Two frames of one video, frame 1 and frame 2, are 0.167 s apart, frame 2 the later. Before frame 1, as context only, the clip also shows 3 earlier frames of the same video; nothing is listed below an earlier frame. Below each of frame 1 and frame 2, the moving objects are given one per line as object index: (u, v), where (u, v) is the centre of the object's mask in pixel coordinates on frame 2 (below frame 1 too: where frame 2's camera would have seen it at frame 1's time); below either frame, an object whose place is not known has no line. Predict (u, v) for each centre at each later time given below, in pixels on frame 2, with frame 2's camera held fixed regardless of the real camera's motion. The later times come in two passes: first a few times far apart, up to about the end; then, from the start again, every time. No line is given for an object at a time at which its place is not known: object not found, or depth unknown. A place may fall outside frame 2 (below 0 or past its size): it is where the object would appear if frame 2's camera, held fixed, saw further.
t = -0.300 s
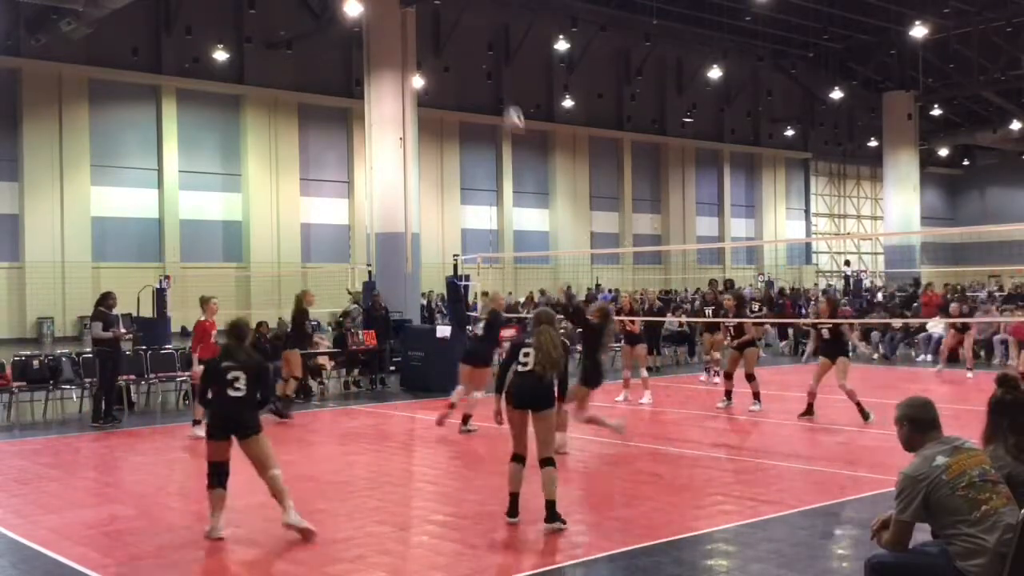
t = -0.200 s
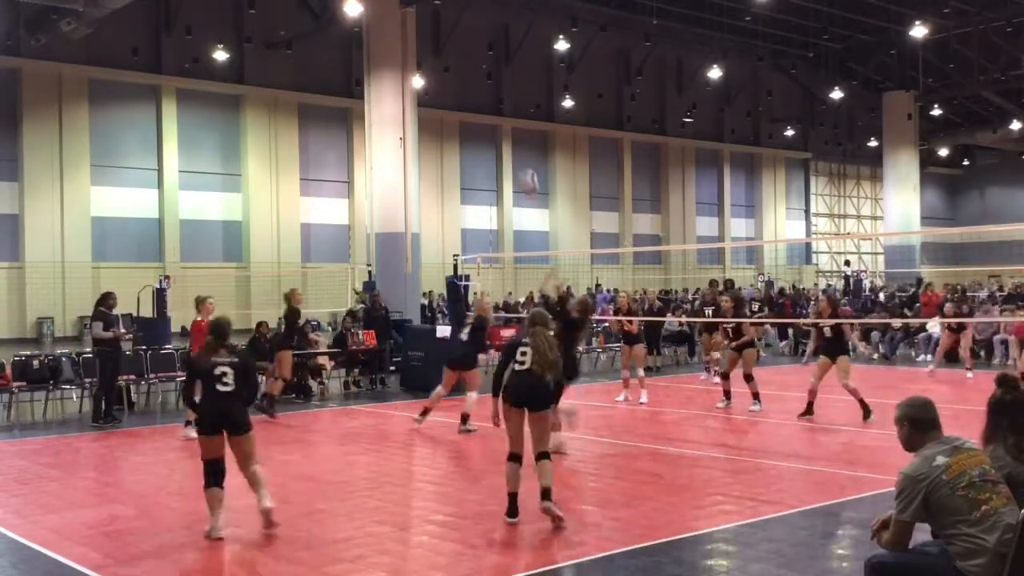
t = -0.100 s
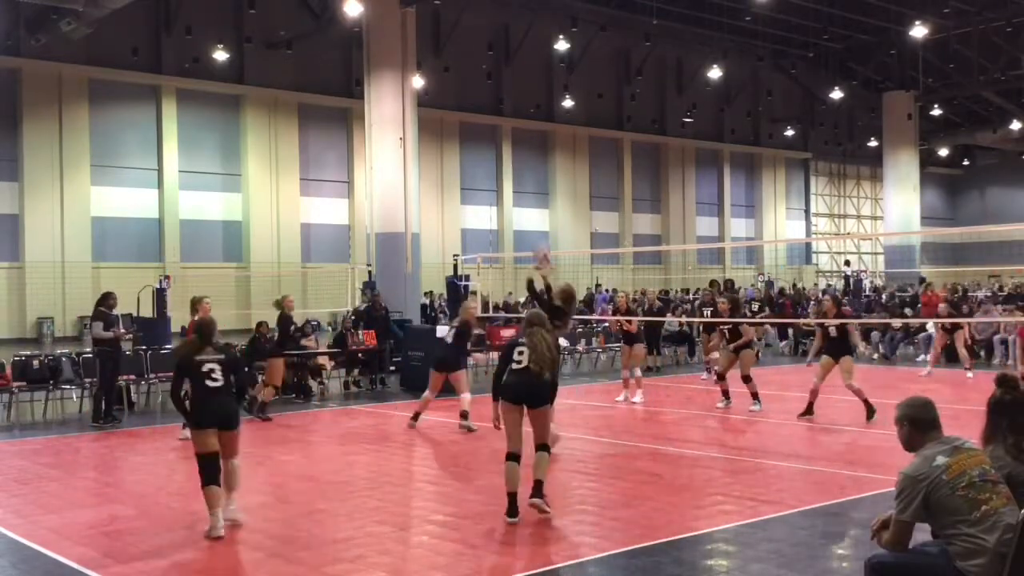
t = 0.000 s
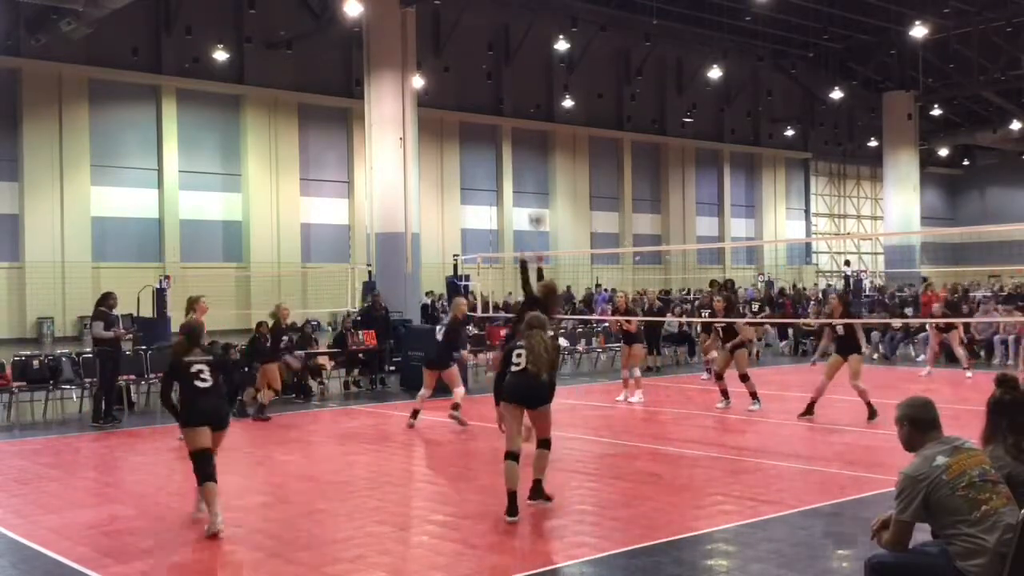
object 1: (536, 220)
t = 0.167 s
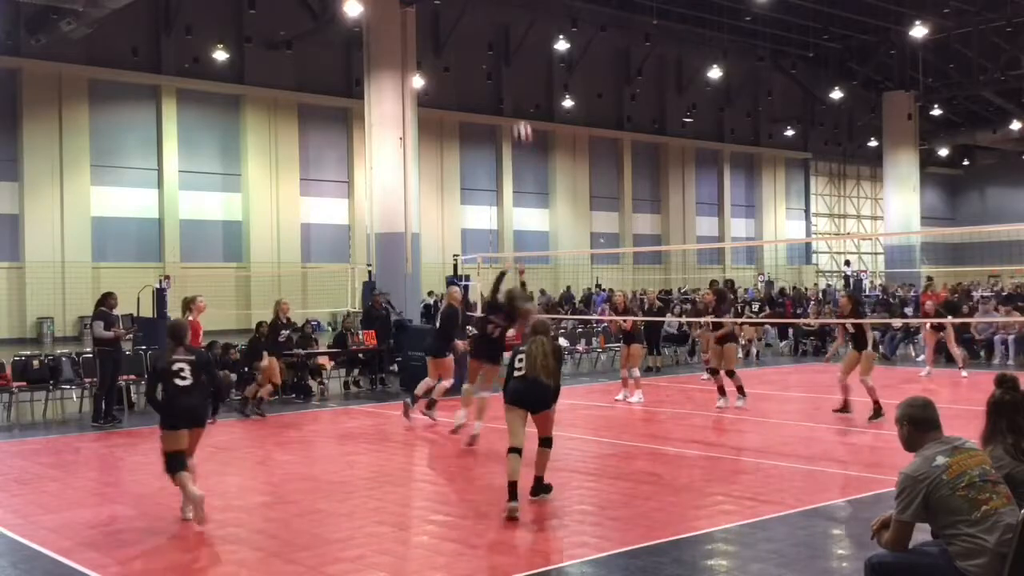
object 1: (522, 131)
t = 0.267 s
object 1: (514, 97)
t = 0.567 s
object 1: (493, 47)
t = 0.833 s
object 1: (476, 64)
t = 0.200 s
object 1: (519, 118)
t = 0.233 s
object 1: (517, 107)
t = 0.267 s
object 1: (514, 97)
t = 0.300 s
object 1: (512, 88)
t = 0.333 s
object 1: (509, 78)
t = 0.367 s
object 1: (507, 71)
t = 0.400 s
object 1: (504, 64)
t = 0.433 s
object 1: (502, 59)
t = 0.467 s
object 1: (500, 54)
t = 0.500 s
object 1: (497, 51)
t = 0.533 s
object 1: (495, 48)
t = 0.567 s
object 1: (493, 47)
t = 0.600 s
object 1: (490, 46)
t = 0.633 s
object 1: (488, 46)
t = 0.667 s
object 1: (486, 47)
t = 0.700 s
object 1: (484, 49)
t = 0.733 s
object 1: (483, 51)
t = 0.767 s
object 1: (480, 55)
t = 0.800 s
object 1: (478, 59)
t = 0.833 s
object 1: (476, 64)
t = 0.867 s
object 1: (475, 70)
